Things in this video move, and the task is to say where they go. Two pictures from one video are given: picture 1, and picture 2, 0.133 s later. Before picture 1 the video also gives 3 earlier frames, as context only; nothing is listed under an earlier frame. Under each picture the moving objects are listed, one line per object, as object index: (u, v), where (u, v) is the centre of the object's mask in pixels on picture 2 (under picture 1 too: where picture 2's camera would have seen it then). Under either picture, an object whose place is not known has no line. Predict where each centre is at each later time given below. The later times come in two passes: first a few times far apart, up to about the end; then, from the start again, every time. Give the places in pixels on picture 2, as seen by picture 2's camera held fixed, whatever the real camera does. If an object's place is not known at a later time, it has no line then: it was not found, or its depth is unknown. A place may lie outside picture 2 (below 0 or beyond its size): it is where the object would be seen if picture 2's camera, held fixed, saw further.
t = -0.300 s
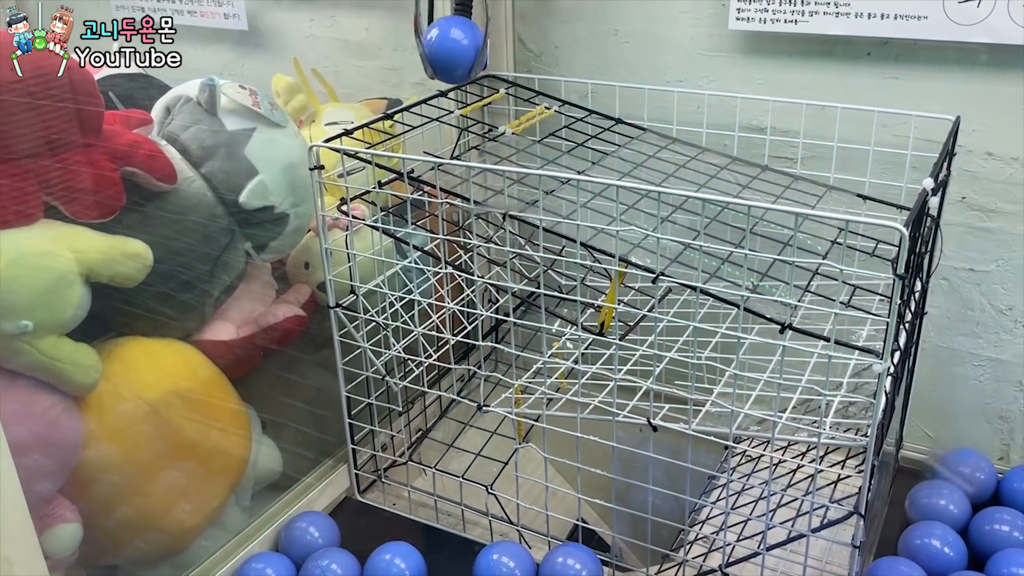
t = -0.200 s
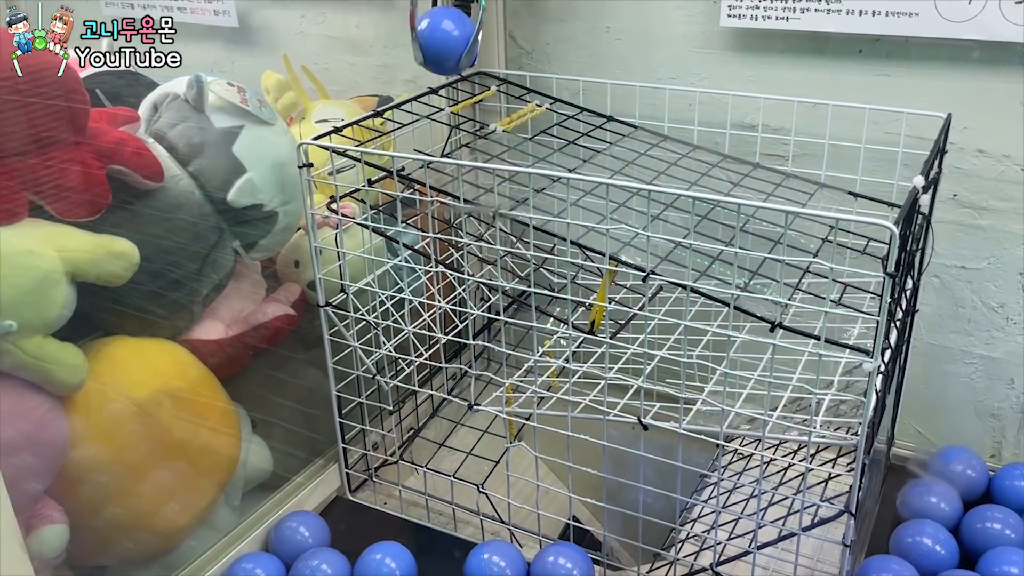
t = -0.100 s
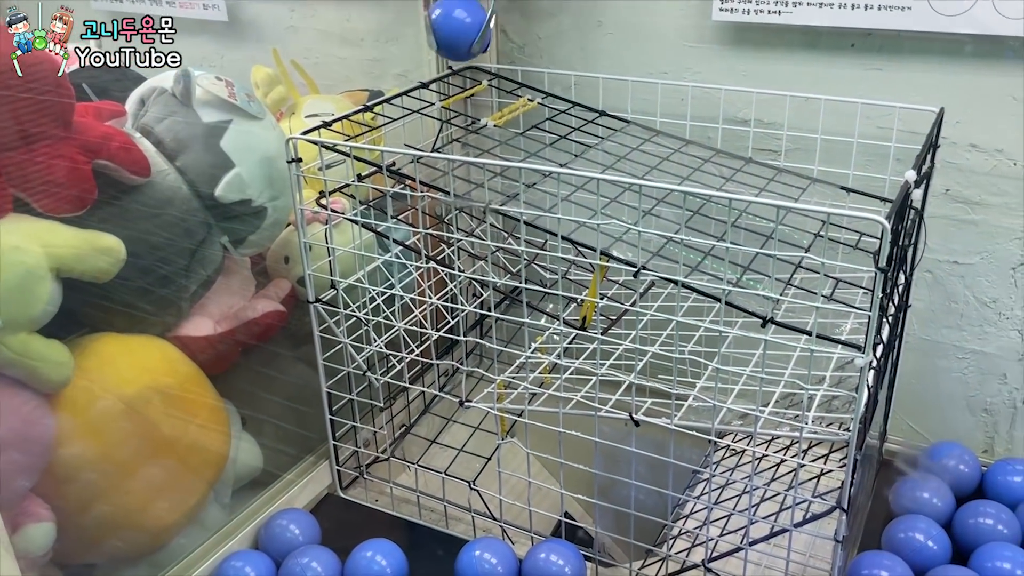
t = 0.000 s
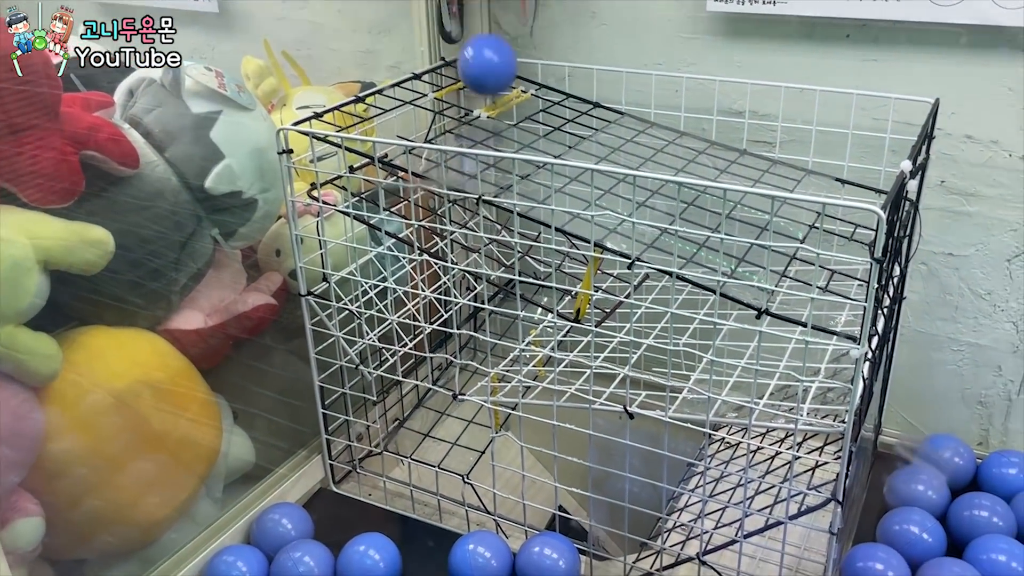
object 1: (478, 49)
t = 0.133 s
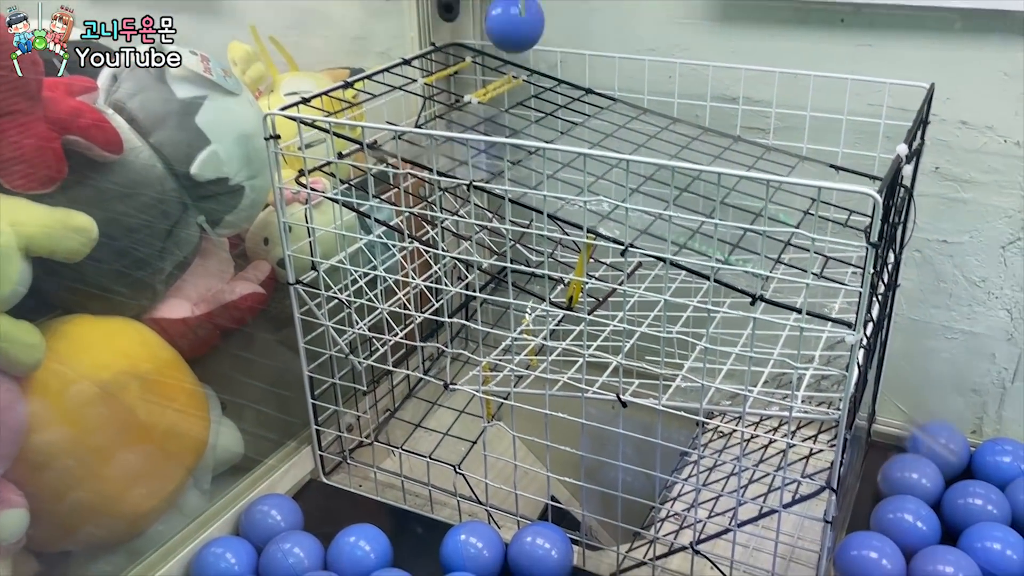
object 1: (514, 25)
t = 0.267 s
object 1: (555, 56)
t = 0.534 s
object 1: (618, 80)
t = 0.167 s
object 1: (524, 30)
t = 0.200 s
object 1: (533, 46)
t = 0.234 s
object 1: (544, 64)
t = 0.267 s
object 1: (555, 56)
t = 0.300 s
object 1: (567, 58)
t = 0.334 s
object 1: (573, 66)
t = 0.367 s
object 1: (581, 68)
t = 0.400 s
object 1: (589, 71)
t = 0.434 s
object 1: (598, 73)
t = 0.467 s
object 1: (603, 75)
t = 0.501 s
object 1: (610, 78)
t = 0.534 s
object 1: (618, 80)
